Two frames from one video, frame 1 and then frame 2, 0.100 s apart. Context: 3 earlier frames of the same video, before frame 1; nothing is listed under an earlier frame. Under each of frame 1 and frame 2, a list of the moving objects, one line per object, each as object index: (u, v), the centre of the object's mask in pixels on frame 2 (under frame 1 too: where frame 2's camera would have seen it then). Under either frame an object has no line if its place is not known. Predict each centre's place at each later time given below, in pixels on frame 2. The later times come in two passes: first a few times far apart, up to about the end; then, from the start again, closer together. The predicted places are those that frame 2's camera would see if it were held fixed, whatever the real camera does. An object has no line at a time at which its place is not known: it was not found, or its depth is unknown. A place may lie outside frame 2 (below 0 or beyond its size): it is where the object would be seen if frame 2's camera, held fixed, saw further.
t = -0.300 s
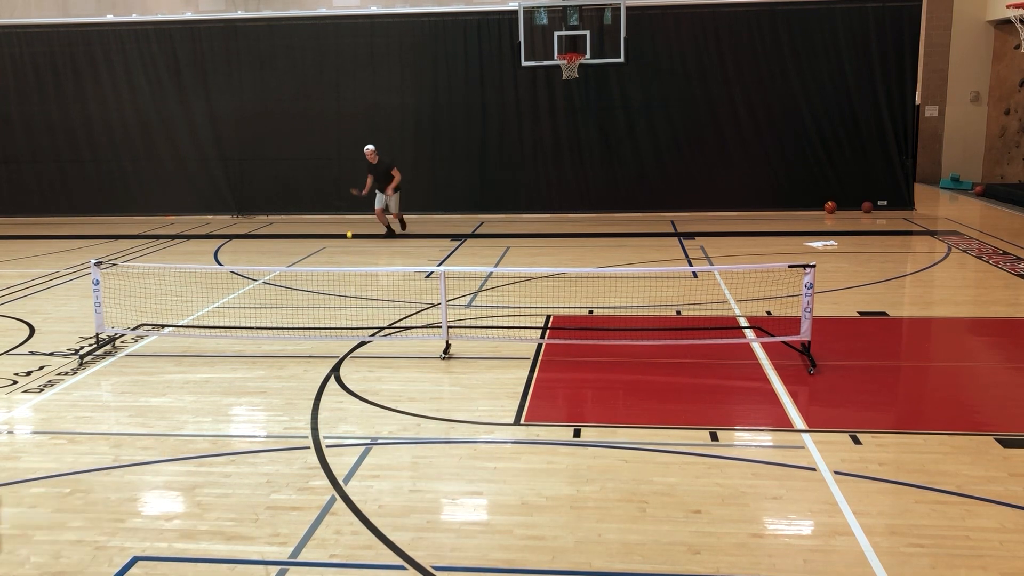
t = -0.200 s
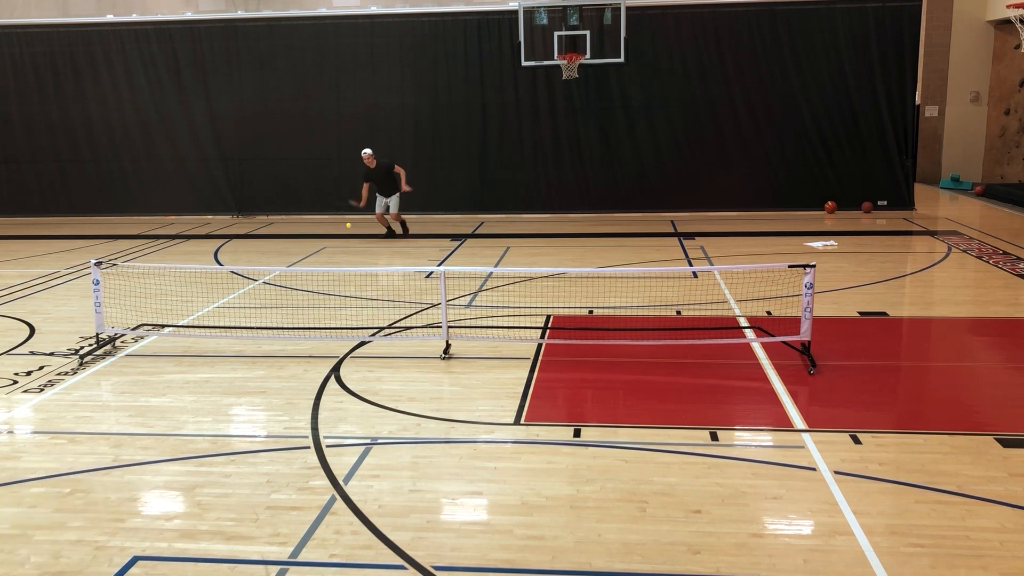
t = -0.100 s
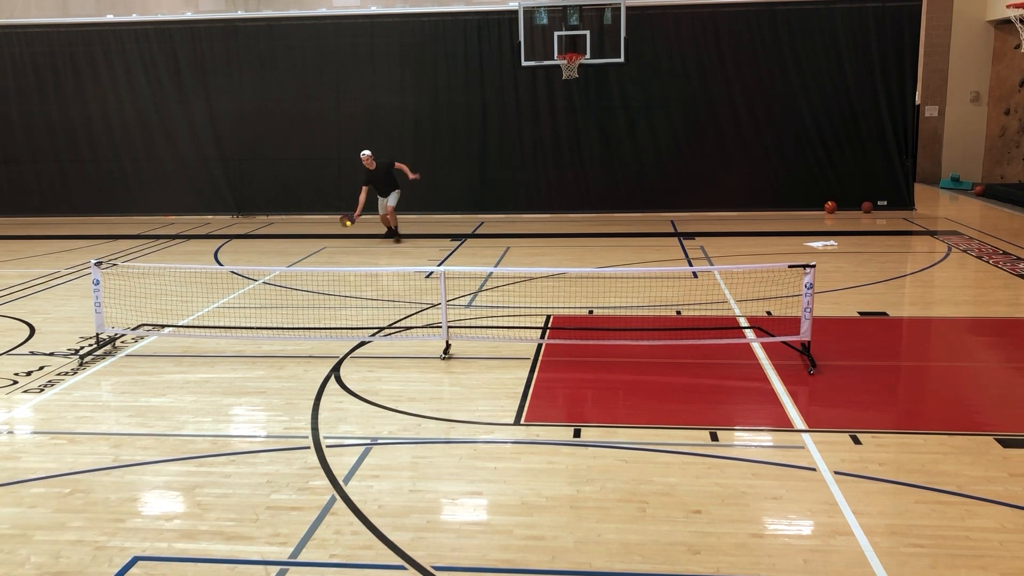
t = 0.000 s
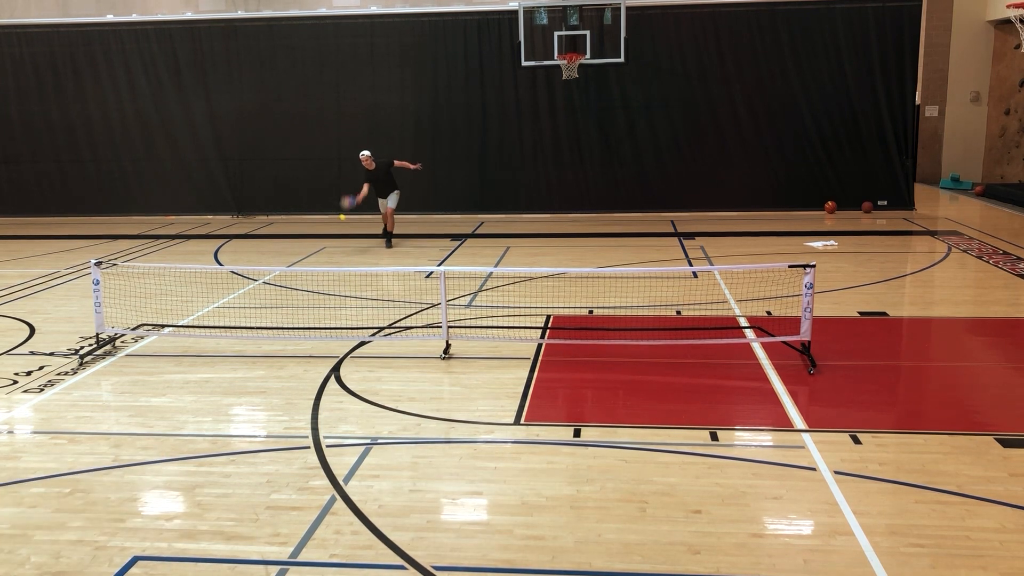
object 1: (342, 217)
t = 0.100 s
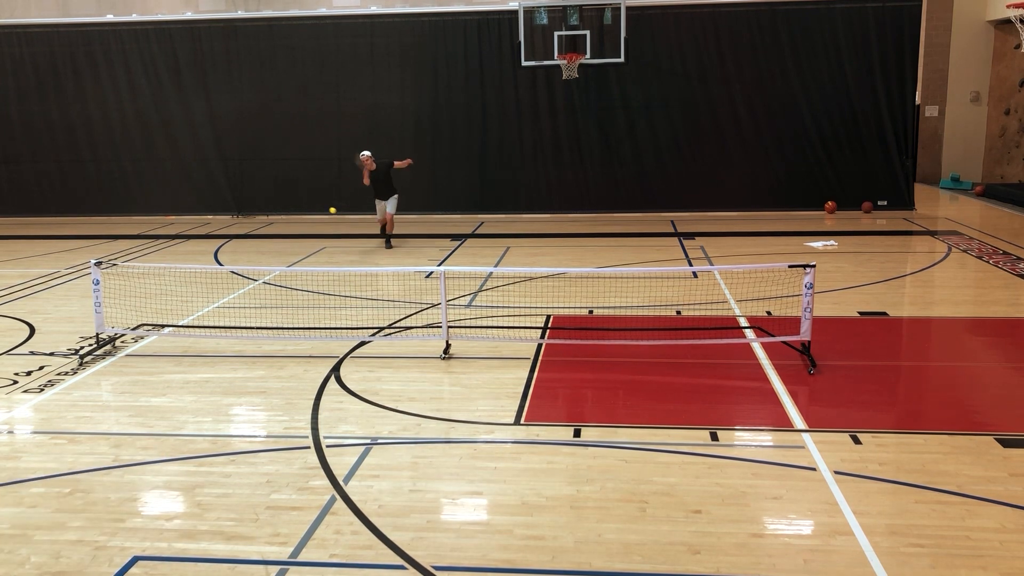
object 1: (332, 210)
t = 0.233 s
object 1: (318, 212)
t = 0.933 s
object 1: (190, 478)
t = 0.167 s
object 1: (325, 209)
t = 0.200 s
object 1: (322, 210)
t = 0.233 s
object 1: (318, 212)
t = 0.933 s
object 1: (190, 478)
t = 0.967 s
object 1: (181, 485)
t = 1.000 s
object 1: (171, 494)
